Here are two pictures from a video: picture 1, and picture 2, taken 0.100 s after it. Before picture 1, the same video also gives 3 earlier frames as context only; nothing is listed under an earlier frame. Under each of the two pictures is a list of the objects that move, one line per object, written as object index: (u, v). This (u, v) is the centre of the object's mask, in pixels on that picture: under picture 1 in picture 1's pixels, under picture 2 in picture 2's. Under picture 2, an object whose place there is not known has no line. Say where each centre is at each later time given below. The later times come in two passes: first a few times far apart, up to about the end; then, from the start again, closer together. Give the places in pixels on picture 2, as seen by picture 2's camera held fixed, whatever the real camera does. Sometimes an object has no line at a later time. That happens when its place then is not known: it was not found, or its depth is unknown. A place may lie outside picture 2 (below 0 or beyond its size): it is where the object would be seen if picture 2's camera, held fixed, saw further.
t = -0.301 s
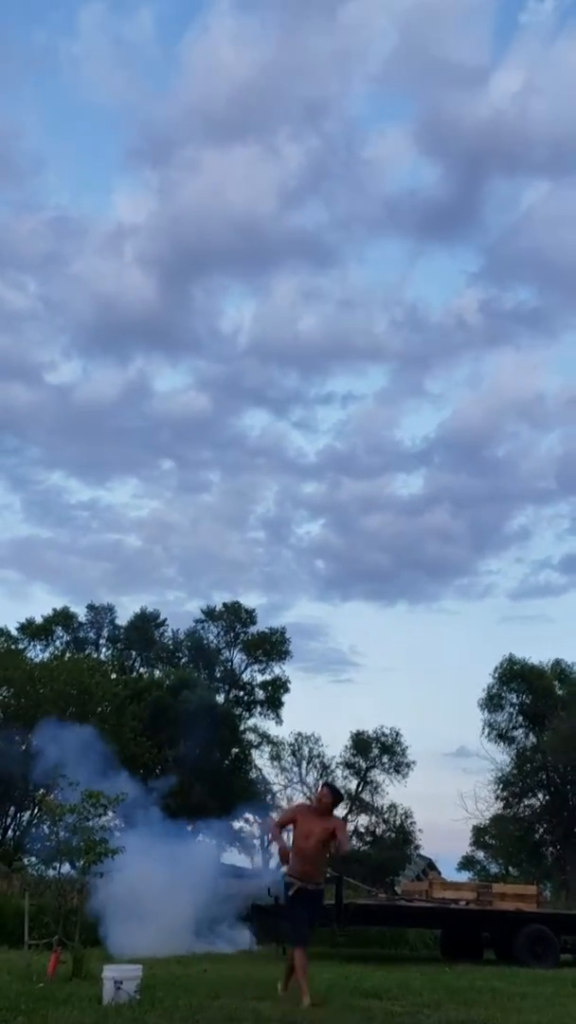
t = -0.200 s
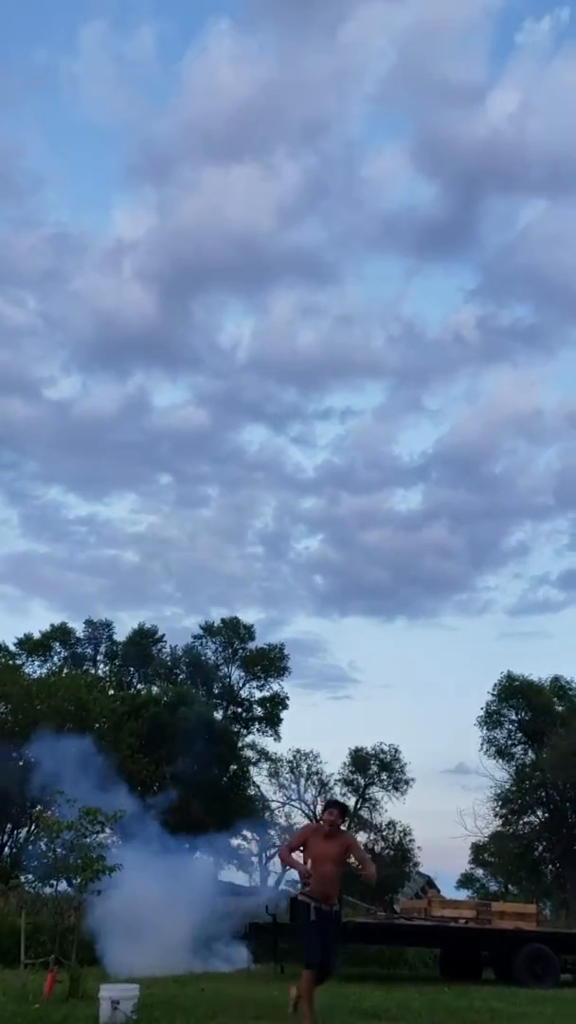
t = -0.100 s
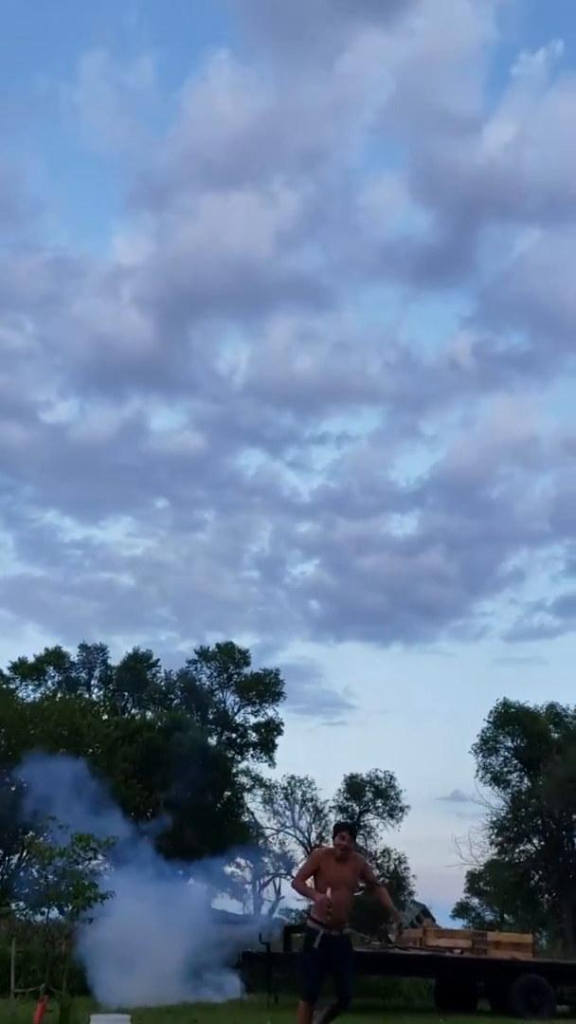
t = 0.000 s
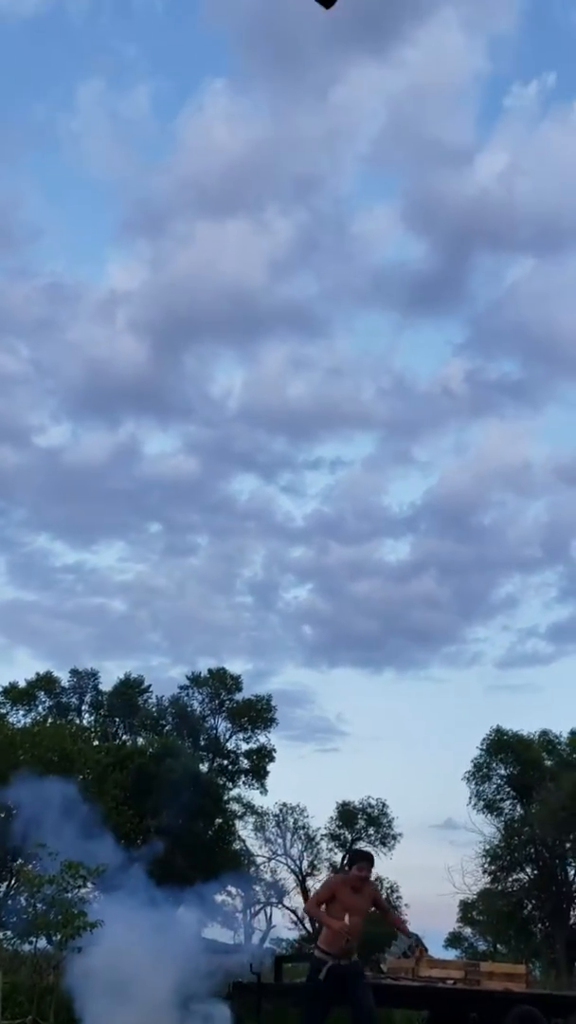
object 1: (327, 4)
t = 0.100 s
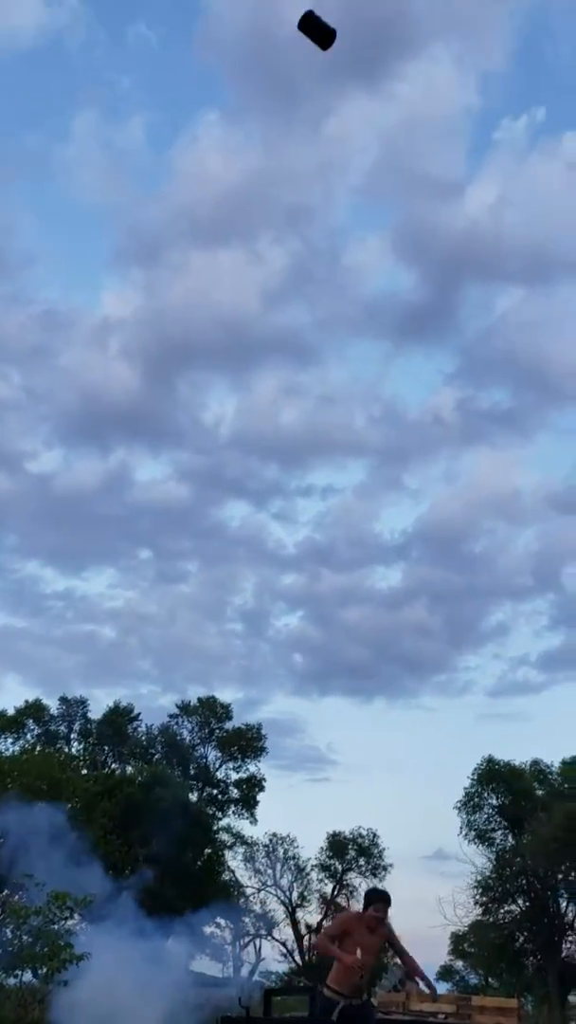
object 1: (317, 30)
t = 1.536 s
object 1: (414, 478)
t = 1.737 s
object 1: (438, 622)
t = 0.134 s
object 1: (319, 37)
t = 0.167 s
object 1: (321, 43)
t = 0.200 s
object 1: (321, 50)
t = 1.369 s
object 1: (396, 381)
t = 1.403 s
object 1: (400, 399)
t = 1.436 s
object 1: (403, 417)
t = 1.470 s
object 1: (406, 437)
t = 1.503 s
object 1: (410, 457)
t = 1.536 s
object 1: (414, 478)
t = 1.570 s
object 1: (418, 500)
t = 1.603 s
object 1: (422, 522)
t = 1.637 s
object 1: (425, 545)
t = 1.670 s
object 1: (429, 570)
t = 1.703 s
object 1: (434, 596)
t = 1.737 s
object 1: (438, 622)
